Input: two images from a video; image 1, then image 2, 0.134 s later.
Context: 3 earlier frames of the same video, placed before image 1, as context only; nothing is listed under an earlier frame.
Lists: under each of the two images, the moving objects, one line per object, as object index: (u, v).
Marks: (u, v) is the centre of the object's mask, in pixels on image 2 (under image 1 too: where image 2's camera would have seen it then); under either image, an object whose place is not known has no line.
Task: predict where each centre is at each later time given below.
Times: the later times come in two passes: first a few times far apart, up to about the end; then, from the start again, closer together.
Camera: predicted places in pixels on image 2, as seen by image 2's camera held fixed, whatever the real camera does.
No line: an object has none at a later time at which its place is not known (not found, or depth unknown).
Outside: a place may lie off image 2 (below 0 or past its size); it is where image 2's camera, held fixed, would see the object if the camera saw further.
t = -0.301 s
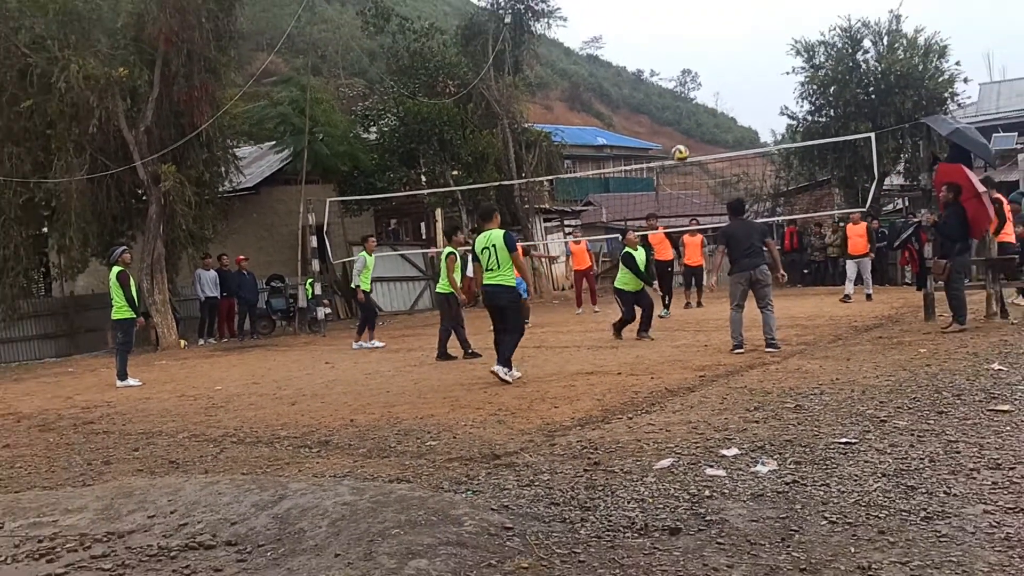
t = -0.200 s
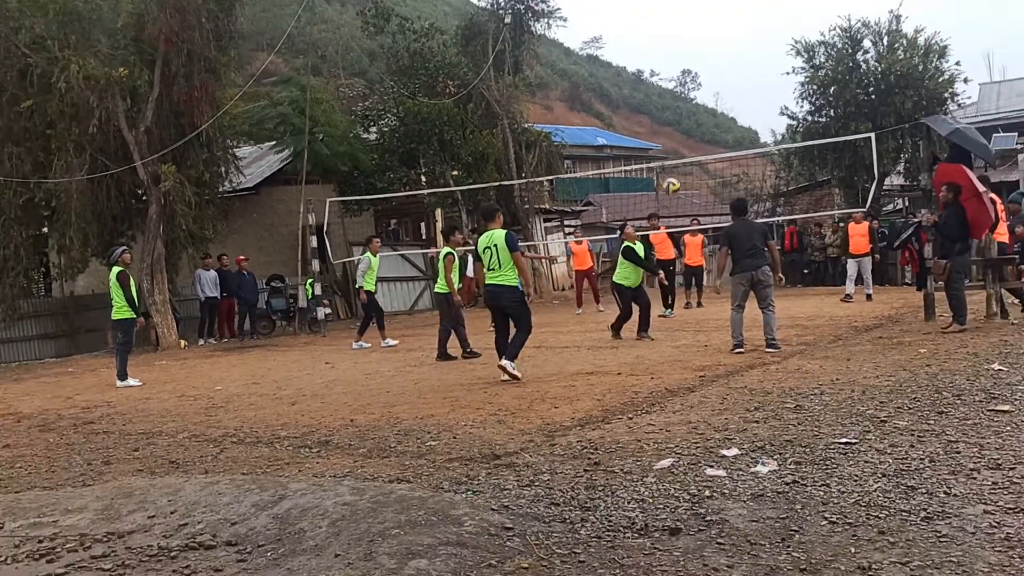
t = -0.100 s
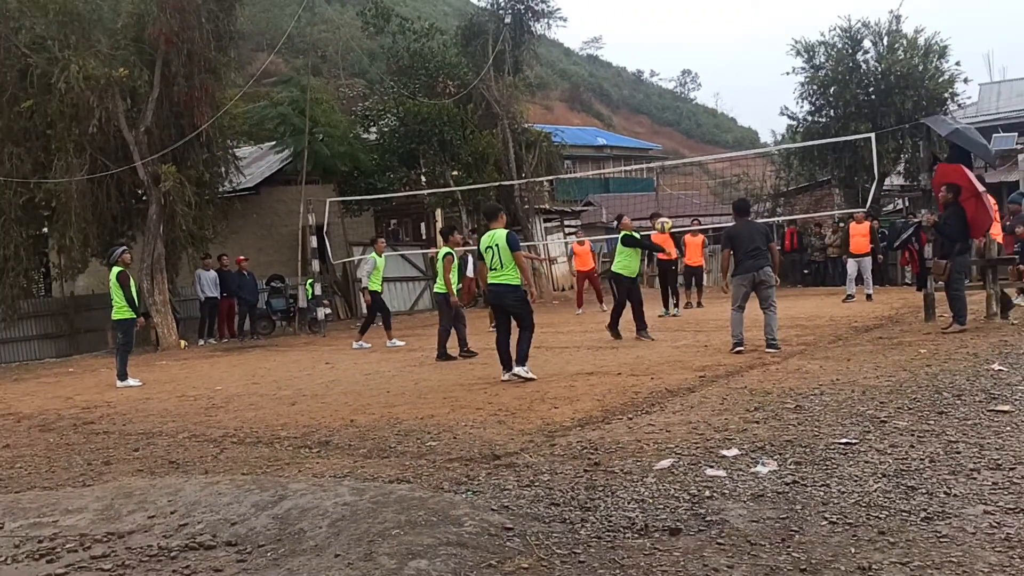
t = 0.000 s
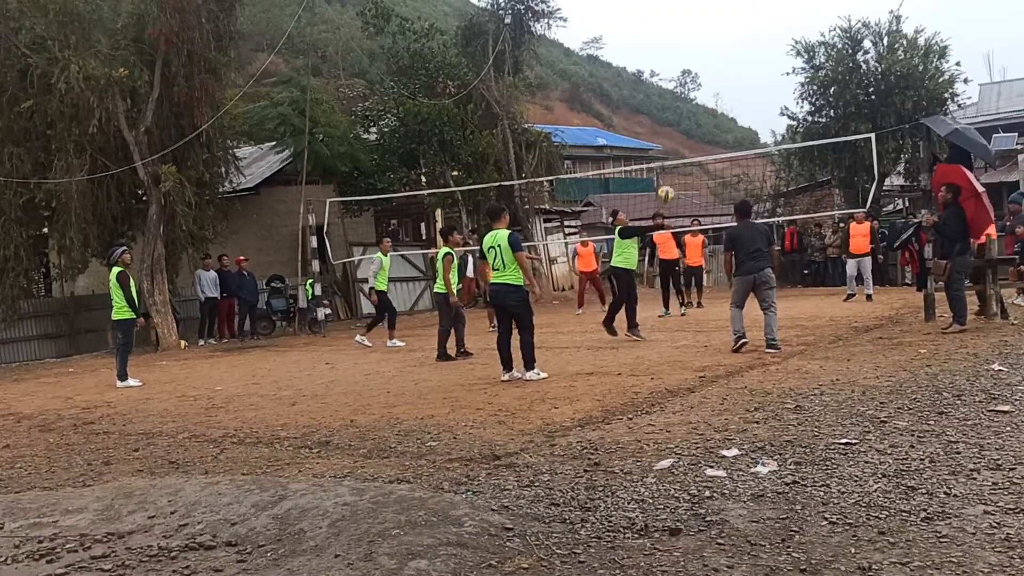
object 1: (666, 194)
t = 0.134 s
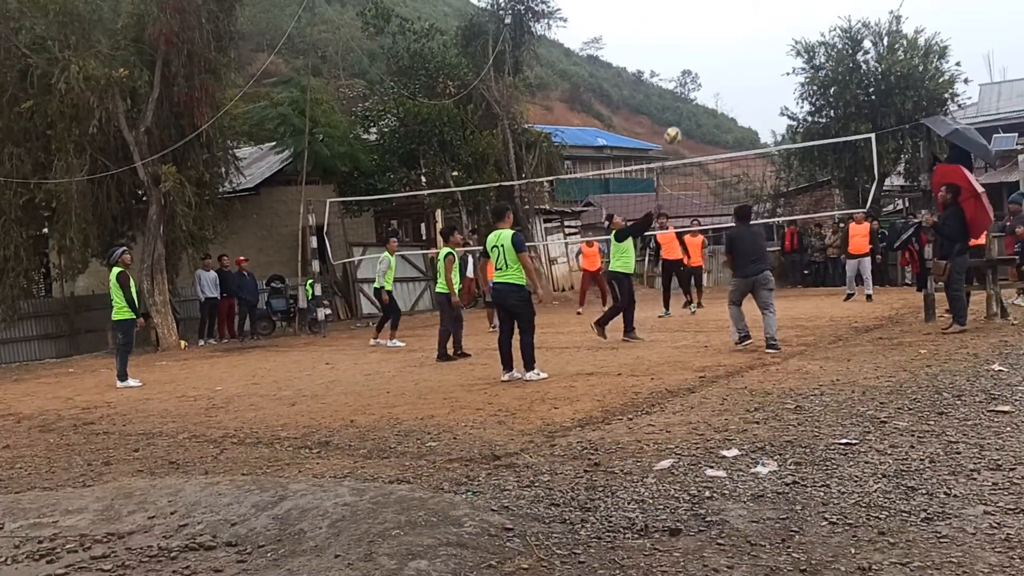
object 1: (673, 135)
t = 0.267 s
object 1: (681, 91)
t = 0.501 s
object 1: (697, 44)
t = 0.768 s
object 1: (719, 43)
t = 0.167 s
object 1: (675, 123)
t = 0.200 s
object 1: (677, 111)
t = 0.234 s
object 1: (678, 101)
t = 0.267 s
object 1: (681, 91)
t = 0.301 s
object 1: (683, 81)
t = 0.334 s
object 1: (685, 73)
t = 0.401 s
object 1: (690, 59)
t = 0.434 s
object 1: (692, 53)
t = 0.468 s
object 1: (695, 48)
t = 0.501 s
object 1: (697, 44)
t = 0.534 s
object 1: (700, 41)
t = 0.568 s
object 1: (702, 38)
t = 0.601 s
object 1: (705, 37)
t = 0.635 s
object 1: (708, 36)
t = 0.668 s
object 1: (710, 37)
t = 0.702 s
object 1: (713, 38)
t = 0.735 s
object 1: (716, 40)
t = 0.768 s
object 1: (719, 43)
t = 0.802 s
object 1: (722, 47)
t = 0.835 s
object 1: (725, 52)
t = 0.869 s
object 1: (728, 58)
